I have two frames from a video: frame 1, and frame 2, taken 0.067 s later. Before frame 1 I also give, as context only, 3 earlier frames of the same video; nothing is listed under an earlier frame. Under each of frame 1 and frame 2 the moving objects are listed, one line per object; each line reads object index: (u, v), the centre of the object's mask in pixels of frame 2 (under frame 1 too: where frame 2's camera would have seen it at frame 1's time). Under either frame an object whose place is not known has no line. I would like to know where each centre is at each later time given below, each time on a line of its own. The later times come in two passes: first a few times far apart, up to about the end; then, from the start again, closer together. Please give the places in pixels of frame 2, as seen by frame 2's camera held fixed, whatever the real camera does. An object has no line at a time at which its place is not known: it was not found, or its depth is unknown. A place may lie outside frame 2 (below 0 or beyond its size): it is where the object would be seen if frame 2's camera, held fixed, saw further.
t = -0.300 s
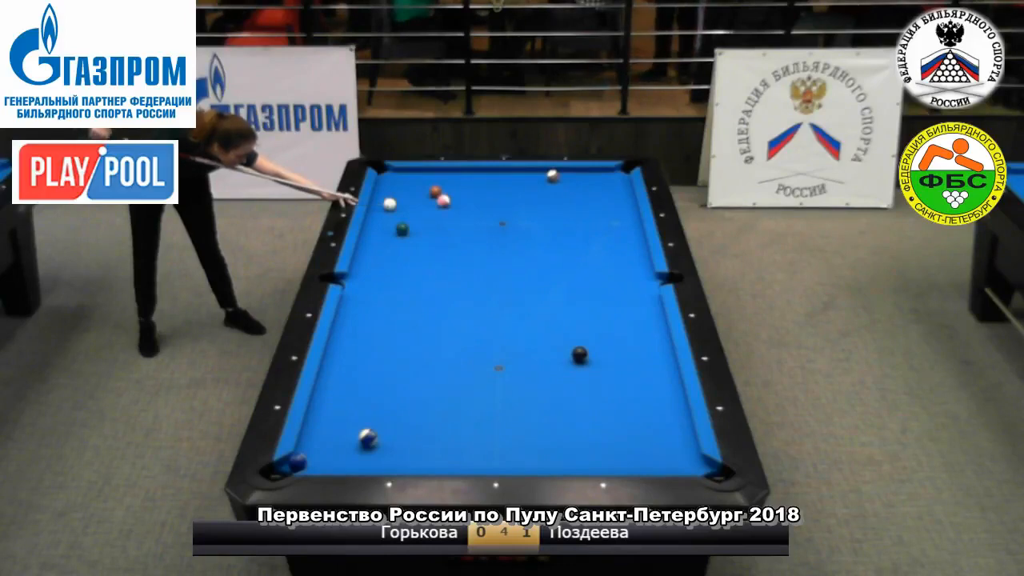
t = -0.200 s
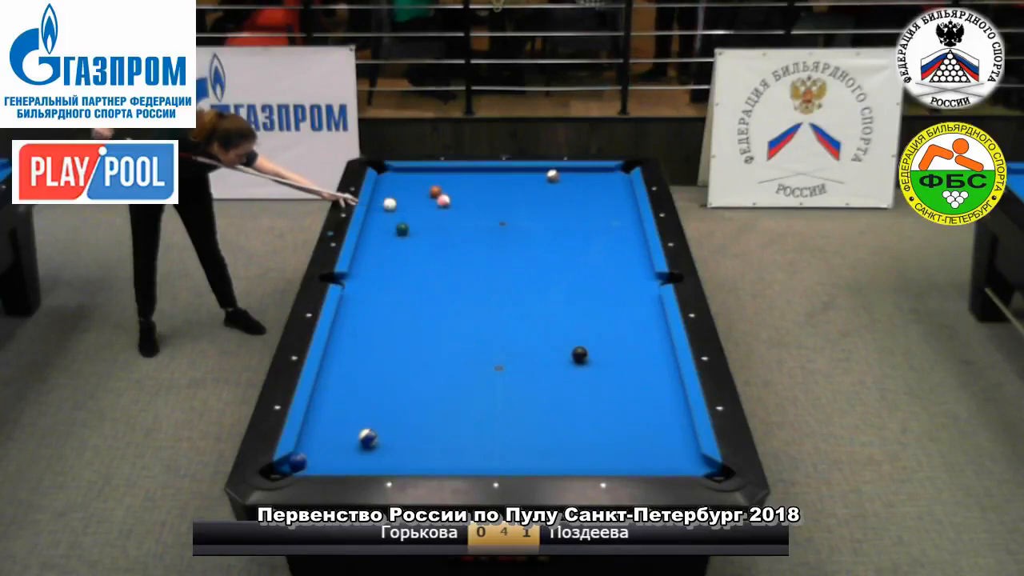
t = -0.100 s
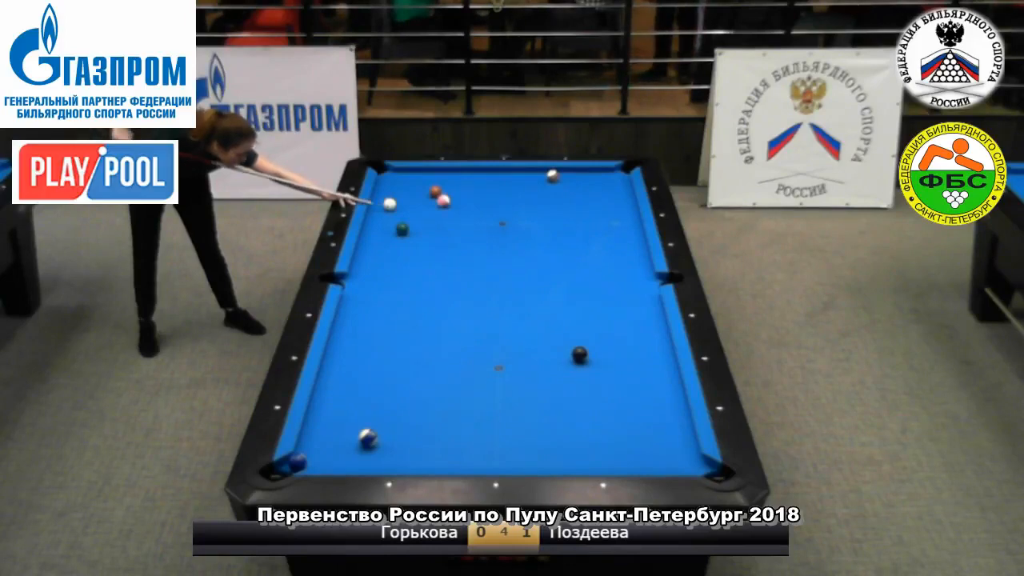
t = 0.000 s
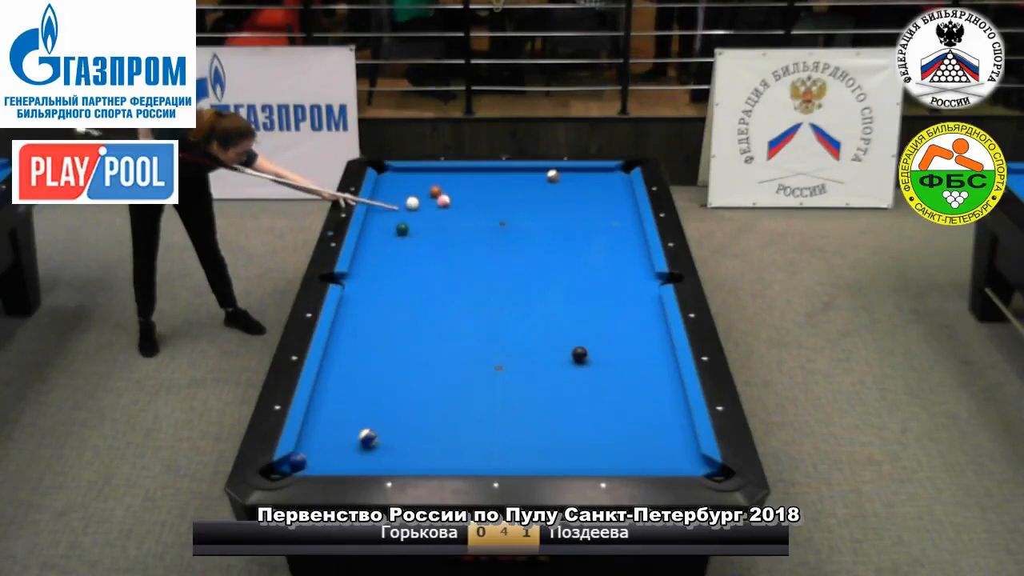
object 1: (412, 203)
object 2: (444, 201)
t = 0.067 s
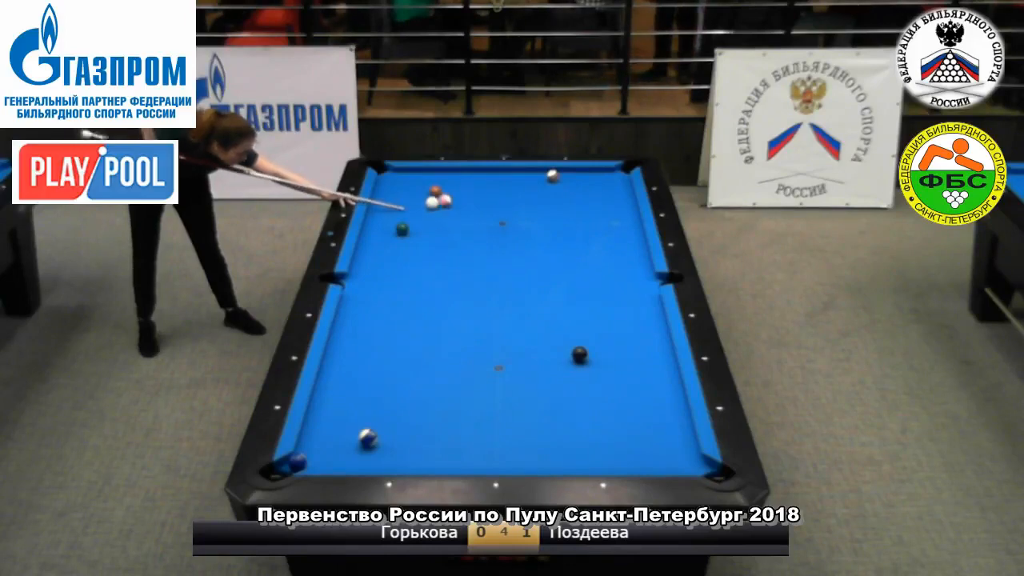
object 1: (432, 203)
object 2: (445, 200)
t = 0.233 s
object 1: (433, 207)
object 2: (483, 194)
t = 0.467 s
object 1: (433, 213)
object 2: (529, 186)
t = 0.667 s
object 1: (432, 218)
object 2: (567, 180)
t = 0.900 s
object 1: (431, 224)
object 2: (608, 173)
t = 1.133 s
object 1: (430, 228)
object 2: (631, 169)
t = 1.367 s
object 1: (430, 233)
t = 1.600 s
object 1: (429, 237)
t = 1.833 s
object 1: (429, 241)
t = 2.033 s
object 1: (429, 245)
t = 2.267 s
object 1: (429, 248)
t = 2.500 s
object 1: (428, 251)
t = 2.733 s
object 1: (428, 254)
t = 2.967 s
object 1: (427, 256)
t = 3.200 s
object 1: (428, 257)
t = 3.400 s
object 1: (428, 258)
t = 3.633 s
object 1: (428, 259)
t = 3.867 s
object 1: (428, 259)
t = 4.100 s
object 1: (427, 259)
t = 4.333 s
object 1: (428, 259)
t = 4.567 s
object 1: (428, 259)
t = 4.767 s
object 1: (428, 259)
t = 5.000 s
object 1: (428, 259)
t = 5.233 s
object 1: (428, 259)
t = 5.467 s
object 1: (428, 259)
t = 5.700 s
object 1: (428, 259)
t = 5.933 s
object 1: (428, 259)
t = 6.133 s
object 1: (428, 259)
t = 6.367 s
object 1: (428, 260)
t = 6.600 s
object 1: (428, 260)
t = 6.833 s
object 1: (428, 260)
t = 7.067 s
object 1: (428, 260)
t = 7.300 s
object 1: (428, 260)
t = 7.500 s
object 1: (428, 260)
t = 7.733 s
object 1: (428, 260)
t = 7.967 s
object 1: (428, 260)
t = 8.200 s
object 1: (428, 260)
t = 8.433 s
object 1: (428, 260)
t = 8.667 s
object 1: (428, 260)
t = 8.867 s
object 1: (428, 260)
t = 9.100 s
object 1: (428, 260)
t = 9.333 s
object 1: (428, 260)
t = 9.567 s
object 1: (428, 260)
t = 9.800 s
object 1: (428, 260)
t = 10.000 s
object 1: (428, 260)
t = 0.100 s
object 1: (433, 204)
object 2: (453, 199)
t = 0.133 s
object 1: (433, 205)
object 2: (461, 197)
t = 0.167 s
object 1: (433, 205)
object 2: (469, 196)
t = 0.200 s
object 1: (433, 206)
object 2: (476, 195)
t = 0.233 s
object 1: (433, 207)
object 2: (483, 194)
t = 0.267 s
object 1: (433, 208)
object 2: (490, 192)
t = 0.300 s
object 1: (433, 208)
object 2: (496, 192)
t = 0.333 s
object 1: (433, 210)
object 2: (503, 191)
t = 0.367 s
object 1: (433, 211)
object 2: (510, 190)
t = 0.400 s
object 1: (432, 212)
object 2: (516, 189)
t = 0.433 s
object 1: (433, 212)
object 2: (522, 187)
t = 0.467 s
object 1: (433, 213)
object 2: (529, 186)
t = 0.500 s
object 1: (432, 214)
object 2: (535, 186)
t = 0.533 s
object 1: (432, 215)
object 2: (542, 185)
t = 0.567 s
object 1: (432, 216)
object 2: (547, 184)
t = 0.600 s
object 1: (432, 217)
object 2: (554, 182)
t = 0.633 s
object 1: (432, 217)
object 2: (561, 181)
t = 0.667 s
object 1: (432, 218)
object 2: (567, 180)
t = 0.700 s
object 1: (432, 219)
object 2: (573, 179)
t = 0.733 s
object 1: (432, 220)
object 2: (578, 178)
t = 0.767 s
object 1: (432, 220)
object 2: (584, 177)
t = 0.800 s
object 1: (432, 221)
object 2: (591, 176)
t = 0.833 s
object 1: (431, 222)
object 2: (597, 175)
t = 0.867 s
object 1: (431, 223)
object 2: (602, 174)
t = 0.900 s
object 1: (431, 224)
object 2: (608, 173)
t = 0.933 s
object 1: (431, 225)
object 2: (614, 173)
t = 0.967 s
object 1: (431, 225)
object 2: (620, 171)
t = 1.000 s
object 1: (431, 226)
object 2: (626, 170)
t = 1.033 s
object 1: (431, 226)
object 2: (628, 168)
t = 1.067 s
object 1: (431, 227)
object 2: (630, 167)
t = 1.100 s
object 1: (431, 228)
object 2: (631, 168)
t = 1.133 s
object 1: (430, 228)
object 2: (631, 169)
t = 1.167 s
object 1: (430, 229)
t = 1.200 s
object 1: (430, 230)
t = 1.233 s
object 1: (430, 230)
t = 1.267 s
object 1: (430, 231)
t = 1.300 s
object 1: (430, 232)
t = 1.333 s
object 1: (430, 232)
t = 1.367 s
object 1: (430, 233)
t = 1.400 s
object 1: (430, 233)
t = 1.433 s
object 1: (430, 234)
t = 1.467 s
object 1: (429, 235)
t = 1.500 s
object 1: (429, 236)
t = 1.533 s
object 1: (429, 236)
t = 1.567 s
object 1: (429, 237)
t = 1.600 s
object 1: (429, 237)
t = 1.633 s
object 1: (429, 238)
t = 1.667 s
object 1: (429, 238)
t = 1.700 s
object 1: (429, 239)
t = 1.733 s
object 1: (429, 240)
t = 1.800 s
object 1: (429, 241)
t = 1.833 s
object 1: (429, 241)
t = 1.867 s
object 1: (429, 242)
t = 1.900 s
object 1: (429, 243)
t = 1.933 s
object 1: (429, 244)
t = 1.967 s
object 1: (429, 244)
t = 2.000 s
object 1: (429, 244)
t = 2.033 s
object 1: (429, 245)
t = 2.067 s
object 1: (429, 246)
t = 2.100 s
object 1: (429, 246)
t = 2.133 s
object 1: (429, 247)
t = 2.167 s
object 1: (429, 247)
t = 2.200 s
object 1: (429, 247)
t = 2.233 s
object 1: (429, 248)
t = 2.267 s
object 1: (429, 248)
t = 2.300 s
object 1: (429, 249)
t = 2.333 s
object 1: (428, 249)
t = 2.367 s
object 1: (429, 249)
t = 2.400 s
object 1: (428, 250)
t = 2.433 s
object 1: (428, 251)
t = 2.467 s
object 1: (428, 251)
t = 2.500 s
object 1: (428, 251)
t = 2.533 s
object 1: (428, 252)
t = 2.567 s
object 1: (428, 252)
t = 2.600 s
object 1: (428, 253)
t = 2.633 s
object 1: (428, 253)
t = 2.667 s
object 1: (428, 253)
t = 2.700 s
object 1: (428, 253)
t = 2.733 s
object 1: (428, 254)
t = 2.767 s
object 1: (428, 254)
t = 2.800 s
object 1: (428, 255)
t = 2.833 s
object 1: (428, 255)
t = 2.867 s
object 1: (428, 255)
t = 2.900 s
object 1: (427, 255)
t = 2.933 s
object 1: (427, 256)
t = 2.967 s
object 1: (427, 256)
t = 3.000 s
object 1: (427, 256)
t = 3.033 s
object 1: (427, 256)
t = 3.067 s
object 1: (427, 257)
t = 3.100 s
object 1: (427, 257)
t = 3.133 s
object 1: (427, 257)
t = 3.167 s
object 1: (427, 257)
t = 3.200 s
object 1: (428, 257)
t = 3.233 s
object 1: (428, 257)
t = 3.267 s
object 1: (428, 258)
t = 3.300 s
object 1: (428, 258)
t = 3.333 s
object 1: (428, 258)
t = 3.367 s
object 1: (428, 258)
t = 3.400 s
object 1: (428, 258)
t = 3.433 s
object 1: (428, 258)
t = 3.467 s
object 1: (428, 258)
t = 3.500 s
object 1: (428, 258)
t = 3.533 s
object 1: (428, 258)
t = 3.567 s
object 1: (428, 259)
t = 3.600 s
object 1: (428, 259)
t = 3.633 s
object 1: (428, 259)
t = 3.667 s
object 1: (428, 259)
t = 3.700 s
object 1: (428, 259)
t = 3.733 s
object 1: (428, 259)
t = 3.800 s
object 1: (428, 259)
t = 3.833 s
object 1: (428, 259)
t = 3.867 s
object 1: (428, 259)
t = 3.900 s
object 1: (428, 259)
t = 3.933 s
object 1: (428, 259)
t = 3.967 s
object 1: (428, 259)
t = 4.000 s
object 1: (427, 259)
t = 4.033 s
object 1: (427, 259)
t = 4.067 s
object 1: (427, 259)
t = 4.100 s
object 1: (427, 259)
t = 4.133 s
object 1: (428, 259)
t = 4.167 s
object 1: (428, 259)
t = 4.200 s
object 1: (428, 259)
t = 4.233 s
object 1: (428, 259)
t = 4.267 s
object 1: (428, 259)
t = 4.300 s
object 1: (428, 259)
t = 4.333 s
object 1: (428, 259)
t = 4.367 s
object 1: (428, 259)
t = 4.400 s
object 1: (428, 259)
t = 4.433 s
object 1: (428, 259)
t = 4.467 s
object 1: (428, 259)
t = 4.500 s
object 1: (428, 259)
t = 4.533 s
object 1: (428, 259)
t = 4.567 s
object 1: (428, 259)
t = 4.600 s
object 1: (428, 259)
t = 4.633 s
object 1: (428, 259)
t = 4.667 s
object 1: (428, 259)
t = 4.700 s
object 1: (428, 259)
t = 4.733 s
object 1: (428, 259)
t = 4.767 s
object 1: (428, 259)
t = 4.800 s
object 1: (428, 259)
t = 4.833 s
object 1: (428, 259)
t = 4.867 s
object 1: (428, 259)
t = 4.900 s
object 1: (428, 259)
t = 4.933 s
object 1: (428, 259)
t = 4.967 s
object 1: (428, 259)
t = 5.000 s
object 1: (428, 259)
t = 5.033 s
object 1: (428, 259)
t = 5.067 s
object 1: (428, 259)
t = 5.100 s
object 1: (428, 259)
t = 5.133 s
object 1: (428, 259)
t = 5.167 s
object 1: (428, 259)
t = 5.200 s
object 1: (428, 259)
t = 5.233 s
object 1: (428, 259)
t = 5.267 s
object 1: (428, 259)
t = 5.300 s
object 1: (428, 259)
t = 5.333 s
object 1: (428, 259)
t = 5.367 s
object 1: (428, 259)
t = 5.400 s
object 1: (428, 259)
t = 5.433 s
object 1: (428, 259)
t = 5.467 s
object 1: (428, 259)
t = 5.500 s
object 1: (428, 259)
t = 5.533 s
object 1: (428, 259)
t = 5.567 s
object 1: (428, 259)
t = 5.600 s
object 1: (428, 259)
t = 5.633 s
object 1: (428, 259)
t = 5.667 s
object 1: (428, 259)
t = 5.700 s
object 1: (428, 259)
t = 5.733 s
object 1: (428, 259)
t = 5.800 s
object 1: (428, 259)
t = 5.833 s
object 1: (428, 259)
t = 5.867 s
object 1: (428, 259)
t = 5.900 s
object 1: (428, 259)
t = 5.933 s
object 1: (428, 259)
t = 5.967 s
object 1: (428, 259)
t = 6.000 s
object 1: (427, 259)
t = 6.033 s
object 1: (427, 259)
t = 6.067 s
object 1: (428, 259)
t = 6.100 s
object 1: (428, 259)
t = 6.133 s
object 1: (428, 259)
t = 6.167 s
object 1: (428, 259)
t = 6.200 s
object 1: (428, 259)
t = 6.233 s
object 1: (428, 259)
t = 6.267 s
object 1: (428, 259)
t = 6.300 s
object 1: (428, 259)
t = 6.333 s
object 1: (428, 259)
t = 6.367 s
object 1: (428, 260)
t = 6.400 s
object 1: (428, 260)
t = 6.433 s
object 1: (428, 260)
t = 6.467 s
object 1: (428, 260)
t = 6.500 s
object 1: (428, 260)
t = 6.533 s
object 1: (428, 260)
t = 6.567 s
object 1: (428, 260)
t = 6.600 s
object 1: (428, 260)
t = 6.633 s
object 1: (428, 260)
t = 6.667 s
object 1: (428, 260)
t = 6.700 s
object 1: (428, 260)
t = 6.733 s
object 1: (428, 260)
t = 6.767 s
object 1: (428, 260)
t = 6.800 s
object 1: (428, 260)
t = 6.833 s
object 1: (428, 260)
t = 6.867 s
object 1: (428, 260)
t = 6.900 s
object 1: (428, 260)
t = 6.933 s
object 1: (428, 260)
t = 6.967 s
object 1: (428, 260)
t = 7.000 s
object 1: (428, 260)
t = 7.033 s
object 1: (428, 260)
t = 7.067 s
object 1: (428, 260)
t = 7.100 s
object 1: (428, 260)
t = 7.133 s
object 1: (428, 260)
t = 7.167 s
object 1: (428, 260)
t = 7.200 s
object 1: (428, 260)
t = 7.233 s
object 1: (428, 260)
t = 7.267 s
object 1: (428, 260)
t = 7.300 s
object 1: (428, 260)
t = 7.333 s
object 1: (428, 260)
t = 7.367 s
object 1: (428, 260)
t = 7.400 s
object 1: (428, 260)
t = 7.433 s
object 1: (428, 260)
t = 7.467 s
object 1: (428, 260)
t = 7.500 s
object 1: (428, 260)
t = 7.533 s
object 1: (428, 260)
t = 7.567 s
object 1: (428, 260)
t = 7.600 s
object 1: (428, 260)
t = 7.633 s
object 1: (428, 260)
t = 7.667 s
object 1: (428, 260)
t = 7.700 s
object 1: (428, 260)
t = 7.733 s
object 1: (428, 260)
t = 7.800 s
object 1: (428, 260)
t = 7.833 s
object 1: (428, 260)
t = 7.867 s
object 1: (428, 260)
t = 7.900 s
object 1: (428, 260)
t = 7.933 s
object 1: (428, 260)
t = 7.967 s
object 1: (428, 260)
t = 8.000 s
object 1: (428, 260)
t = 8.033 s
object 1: (428, 260)
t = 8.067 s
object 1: (428, 260)
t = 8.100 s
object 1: (428, 260)
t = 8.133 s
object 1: (428, 260)
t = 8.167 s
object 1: (428, 260)
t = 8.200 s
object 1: (428, 260)
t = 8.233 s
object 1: (428, 260)
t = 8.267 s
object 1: (428, 260)
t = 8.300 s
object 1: (428, 260)
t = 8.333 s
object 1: (428, 260)
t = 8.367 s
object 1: (428, 260)
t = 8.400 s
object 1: (428, 260)
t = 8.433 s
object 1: (428, 260)
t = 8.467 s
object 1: (428, 260)
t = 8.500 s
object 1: (428, 260)
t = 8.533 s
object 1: (428, 260)
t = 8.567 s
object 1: (428, 260)
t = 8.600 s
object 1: (428, 260)
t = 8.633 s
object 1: (428, 260)
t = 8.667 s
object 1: (428, 260)
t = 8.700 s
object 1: (428, 260)
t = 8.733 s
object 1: (428, 260)
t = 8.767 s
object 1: (428, 260)
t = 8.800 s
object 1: (428, 260)
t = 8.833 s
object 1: (428, 260)
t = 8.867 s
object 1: (428, 260)
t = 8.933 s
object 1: (428, 260)
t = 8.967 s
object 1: (428, 260)
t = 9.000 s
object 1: (428, 260)
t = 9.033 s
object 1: (428, 260)
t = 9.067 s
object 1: (428, 260)
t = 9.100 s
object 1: (428, 260)
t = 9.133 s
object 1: (428, 260)
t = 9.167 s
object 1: (428, 259)
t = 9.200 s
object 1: (428, 260)
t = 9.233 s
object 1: (428, 260)
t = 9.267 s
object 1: (428, 260)
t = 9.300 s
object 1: (428, 259)
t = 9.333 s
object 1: (428, 260)
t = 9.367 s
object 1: (428, 260)
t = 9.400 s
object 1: (428, 260)
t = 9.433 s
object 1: (428, 260)
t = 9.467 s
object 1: (428, 260)
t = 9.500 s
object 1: (428, 260)
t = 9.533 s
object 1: (428, 260)
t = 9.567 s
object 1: (428, 260)
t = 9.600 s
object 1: (428, 260)
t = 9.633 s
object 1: (428, 260)
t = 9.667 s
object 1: (428, 260)
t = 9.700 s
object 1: (428, 260)
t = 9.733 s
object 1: (428, 260)
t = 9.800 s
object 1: (428, 260)
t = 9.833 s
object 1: (428, 260)
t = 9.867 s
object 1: (428, 260)
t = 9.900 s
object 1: (428, 260)
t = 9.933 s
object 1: (428, 260)
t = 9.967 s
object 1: (428, 260)
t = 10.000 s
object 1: (428, 260)
